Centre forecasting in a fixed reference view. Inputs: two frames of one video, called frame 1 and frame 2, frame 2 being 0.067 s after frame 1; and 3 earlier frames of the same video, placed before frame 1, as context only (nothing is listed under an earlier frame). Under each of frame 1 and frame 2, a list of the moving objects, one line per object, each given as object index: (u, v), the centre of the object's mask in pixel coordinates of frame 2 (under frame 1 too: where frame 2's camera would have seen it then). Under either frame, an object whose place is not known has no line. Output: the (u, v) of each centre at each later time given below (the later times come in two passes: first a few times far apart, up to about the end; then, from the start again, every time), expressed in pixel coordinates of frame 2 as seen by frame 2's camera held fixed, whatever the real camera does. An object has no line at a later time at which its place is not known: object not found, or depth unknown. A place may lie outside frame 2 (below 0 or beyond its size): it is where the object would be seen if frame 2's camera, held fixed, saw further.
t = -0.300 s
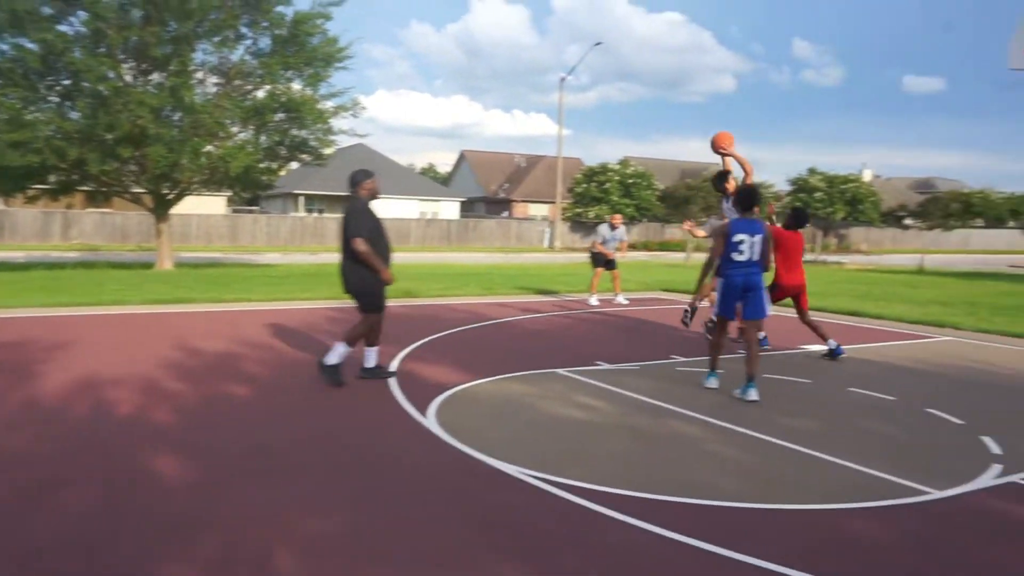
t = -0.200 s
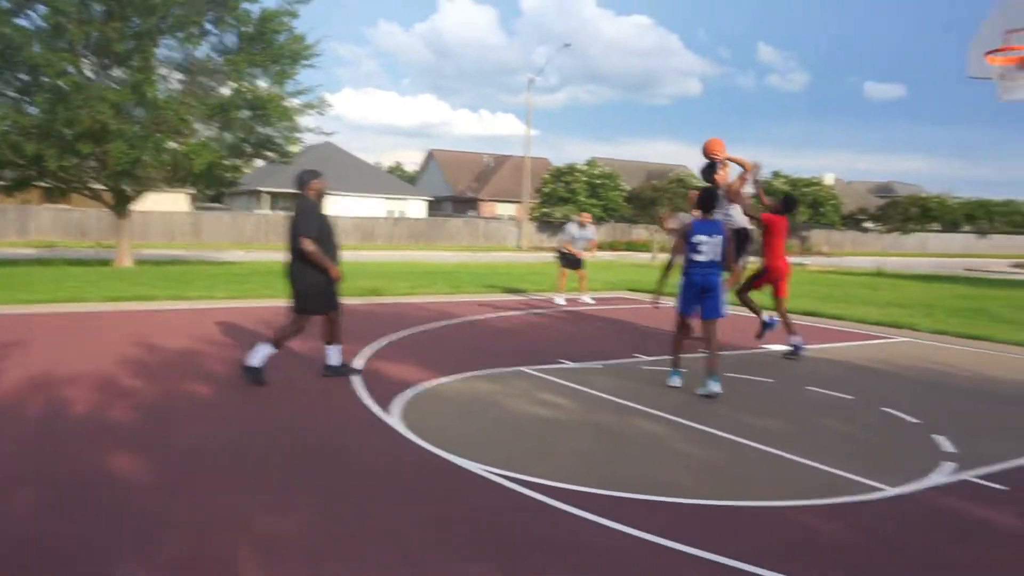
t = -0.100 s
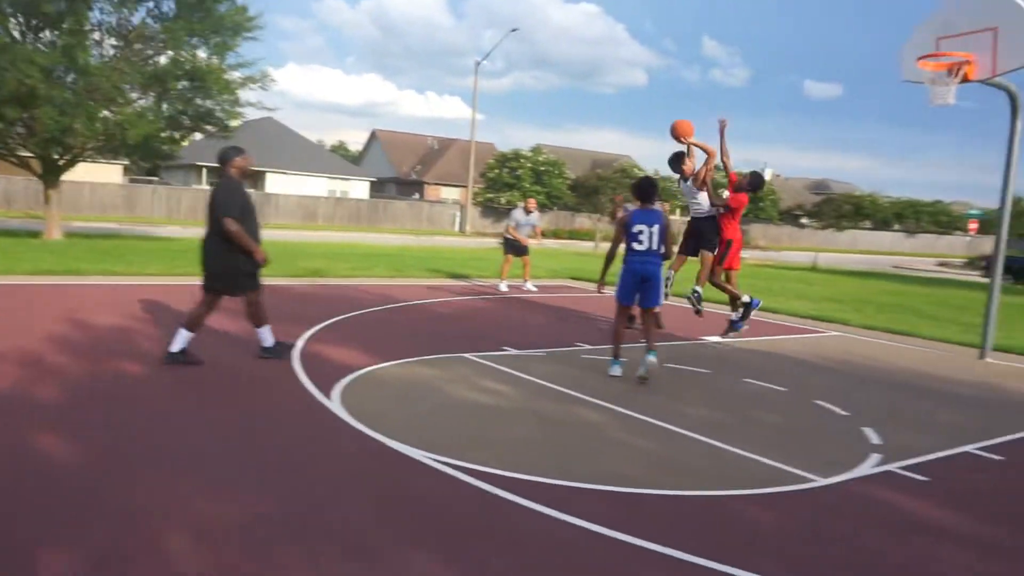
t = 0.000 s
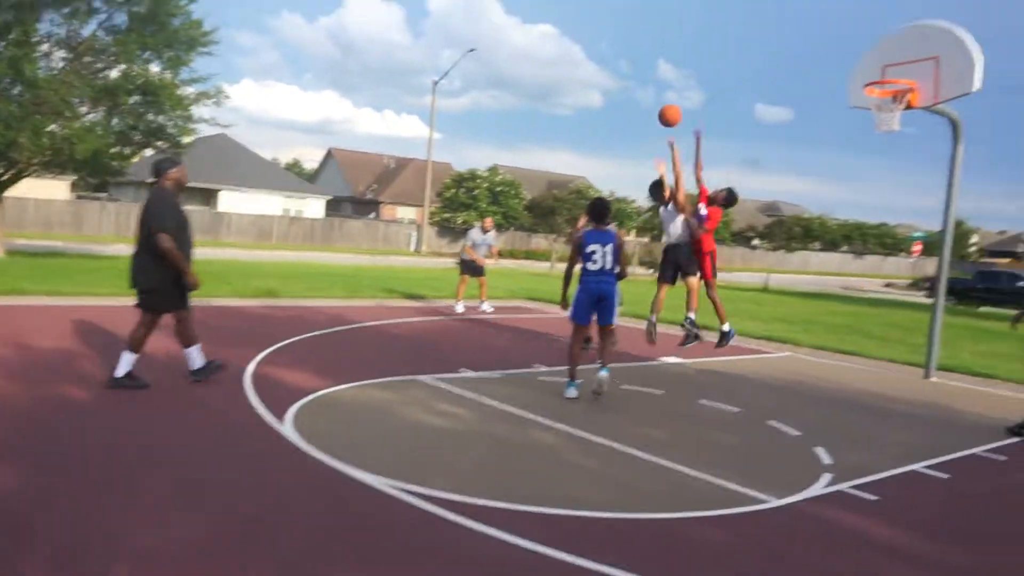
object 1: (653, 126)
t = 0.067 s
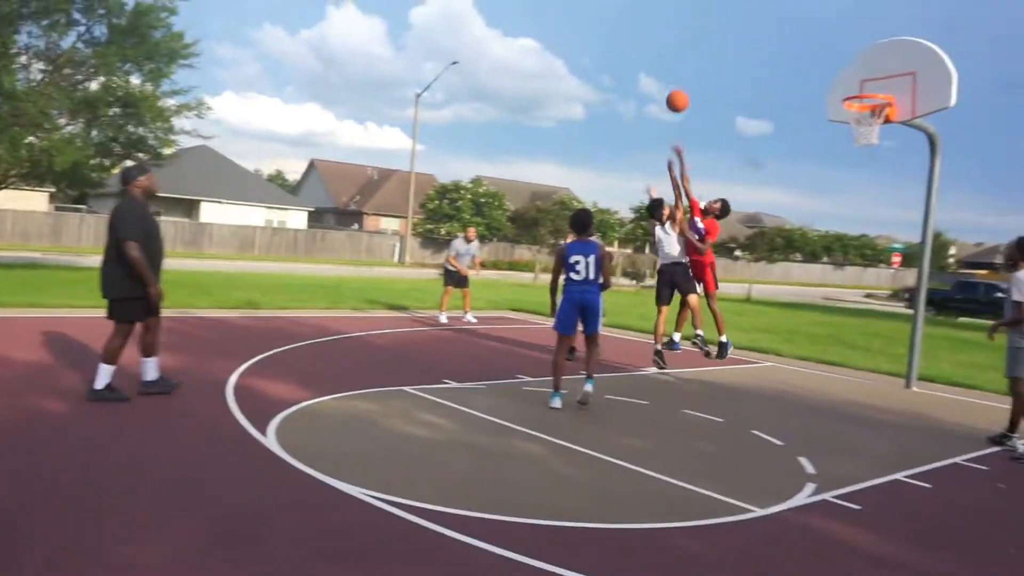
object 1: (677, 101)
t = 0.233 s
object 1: (739, 53)
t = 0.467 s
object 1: (815, 32)
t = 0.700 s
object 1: (865, 53)
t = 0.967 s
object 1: (858, 87)
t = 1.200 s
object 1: (827, 97)
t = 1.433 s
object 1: (785, 156)
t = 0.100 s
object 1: (690, 91)
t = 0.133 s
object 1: (701, 81)
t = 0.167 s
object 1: (713, 70)
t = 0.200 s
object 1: (726, 60)
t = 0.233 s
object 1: (739, 53)
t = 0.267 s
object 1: (750, 47)
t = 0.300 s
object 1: (762, 41)
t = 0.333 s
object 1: (772, 38)
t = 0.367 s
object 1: (783, 36)
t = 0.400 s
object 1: (793, 34)
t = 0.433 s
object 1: (803, 33)
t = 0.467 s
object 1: (815, 32)
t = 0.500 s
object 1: (827, 32)
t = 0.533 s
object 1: (836, 34)
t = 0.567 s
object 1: (846, 36)
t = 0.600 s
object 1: (857, 40)
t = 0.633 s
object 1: (866, 46)
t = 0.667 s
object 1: (865, 49)
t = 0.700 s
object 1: (865, 53)
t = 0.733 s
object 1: (867, 58)
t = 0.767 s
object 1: (868, 65)
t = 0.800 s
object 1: (866, 73)
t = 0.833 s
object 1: (867, 81)
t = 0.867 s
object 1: (870, 89)
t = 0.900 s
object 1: (868, 91)
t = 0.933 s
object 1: (863, 89)
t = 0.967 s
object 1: (858, 87)
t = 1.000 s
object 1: (853, 85)
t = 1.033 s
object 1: (850, 84)
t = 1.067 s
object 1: (847, 85)
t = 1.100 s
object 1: (843, 86)
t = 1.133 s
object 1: (838, 89)
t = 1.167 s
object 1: (834, 93)
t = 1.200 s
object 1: (827, 97)
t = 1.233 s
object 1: (820, 103)
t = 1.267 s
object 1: (816, 110)
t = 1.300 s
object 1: (813, 118)
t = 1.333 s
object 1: (808, 126)
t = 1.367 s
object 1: (801, 136)
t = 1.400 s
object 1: (796, 145)
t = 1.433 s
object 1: (785, 156)
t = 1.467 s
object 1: (781, 169)
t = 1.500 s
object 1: (778, 181)
